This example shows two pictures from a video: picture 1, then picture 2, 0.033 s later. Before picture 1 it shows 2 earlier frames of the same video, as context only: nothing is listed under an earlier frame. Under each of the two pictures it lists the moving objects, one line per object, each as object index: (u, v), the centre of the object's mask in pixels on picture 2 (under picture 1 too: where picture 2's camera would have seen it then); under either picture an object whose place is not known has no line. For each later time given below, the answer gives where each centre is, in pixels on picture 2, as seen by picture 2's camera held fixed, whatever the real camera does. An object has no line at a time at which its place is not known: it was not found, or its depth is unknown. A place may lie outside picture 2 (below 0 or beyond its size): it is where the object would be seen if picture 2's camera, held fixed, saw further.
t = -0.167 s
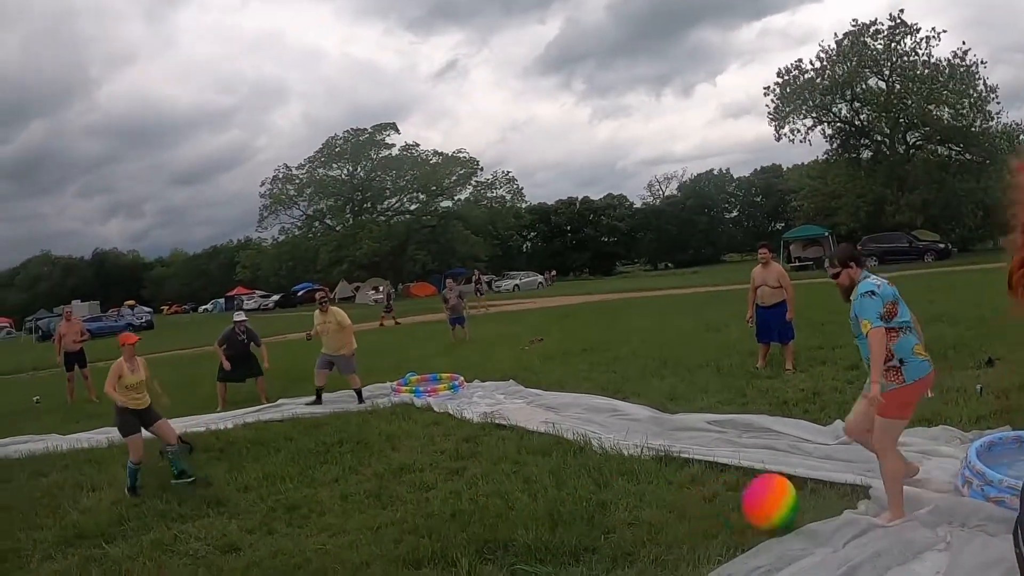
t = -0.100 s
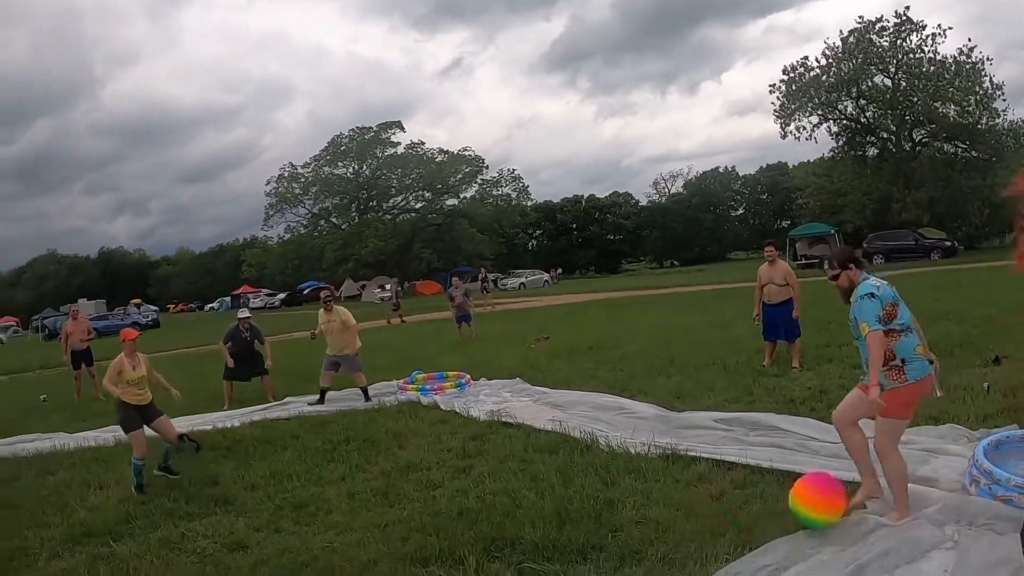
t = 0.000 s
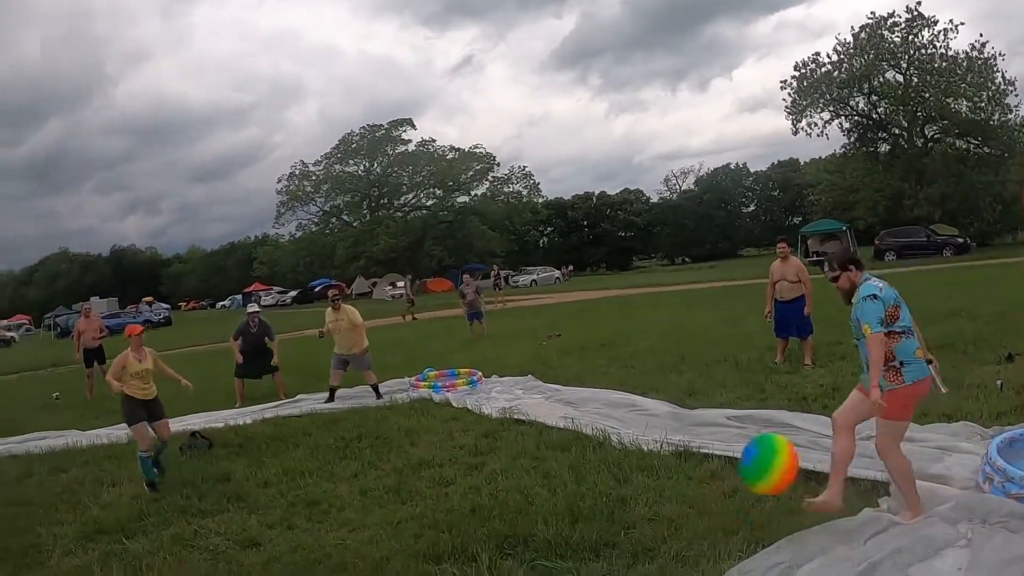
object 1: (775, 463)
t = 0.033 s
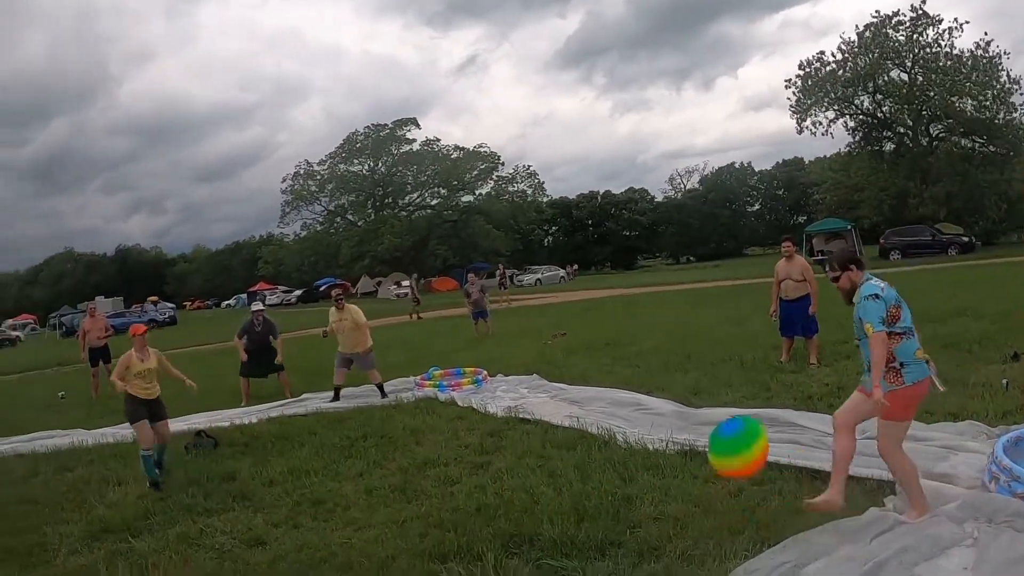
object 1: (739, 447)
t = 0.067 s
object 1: (701, 431)
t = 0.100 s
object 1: (665, 414)
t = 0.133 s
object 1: (629, 399)
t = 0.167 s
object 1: (593, 384)
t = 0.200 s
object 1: (558, 372)
